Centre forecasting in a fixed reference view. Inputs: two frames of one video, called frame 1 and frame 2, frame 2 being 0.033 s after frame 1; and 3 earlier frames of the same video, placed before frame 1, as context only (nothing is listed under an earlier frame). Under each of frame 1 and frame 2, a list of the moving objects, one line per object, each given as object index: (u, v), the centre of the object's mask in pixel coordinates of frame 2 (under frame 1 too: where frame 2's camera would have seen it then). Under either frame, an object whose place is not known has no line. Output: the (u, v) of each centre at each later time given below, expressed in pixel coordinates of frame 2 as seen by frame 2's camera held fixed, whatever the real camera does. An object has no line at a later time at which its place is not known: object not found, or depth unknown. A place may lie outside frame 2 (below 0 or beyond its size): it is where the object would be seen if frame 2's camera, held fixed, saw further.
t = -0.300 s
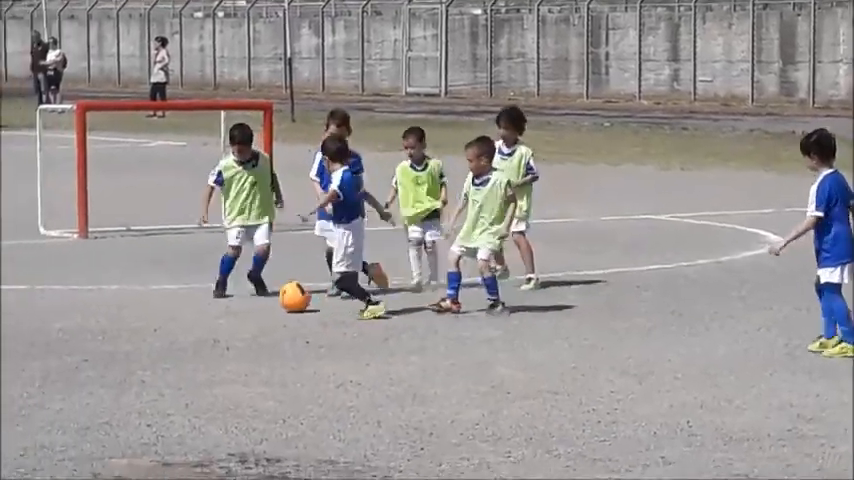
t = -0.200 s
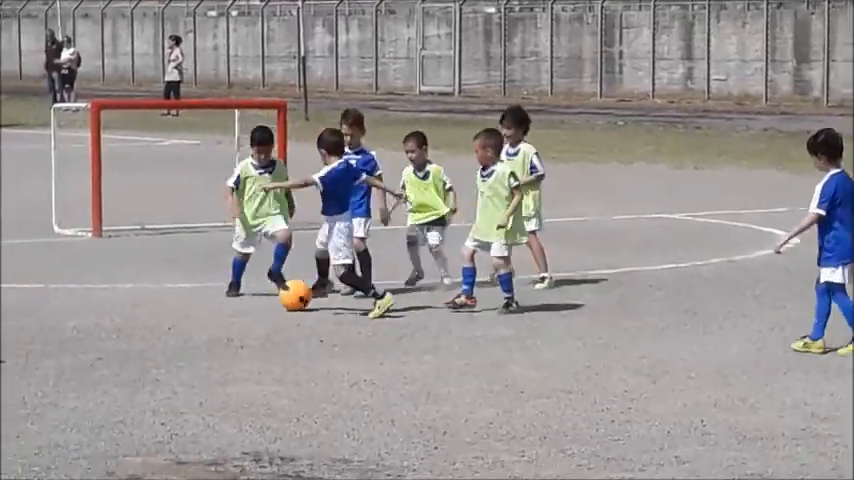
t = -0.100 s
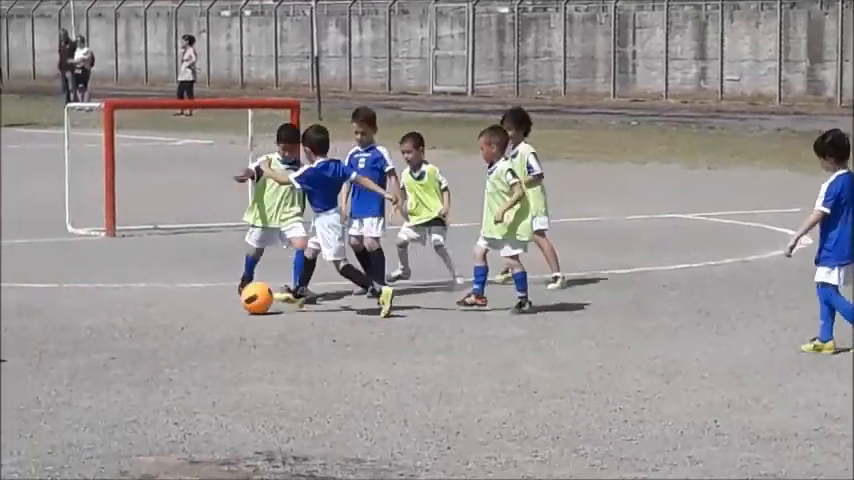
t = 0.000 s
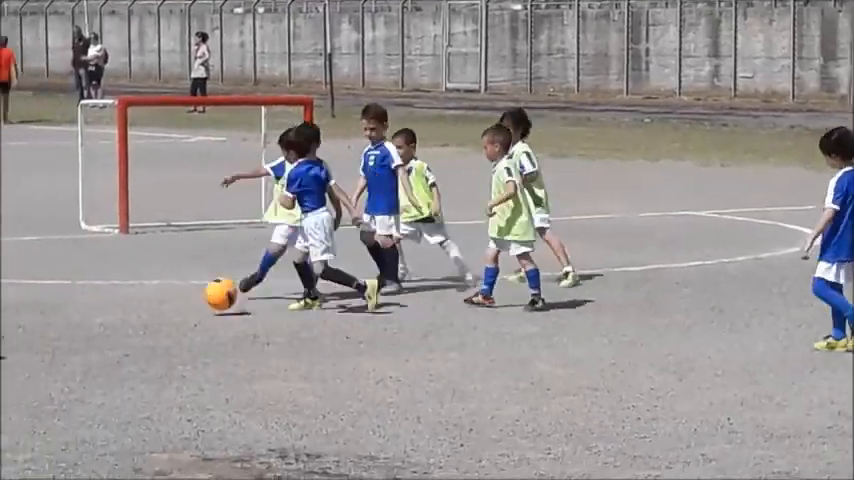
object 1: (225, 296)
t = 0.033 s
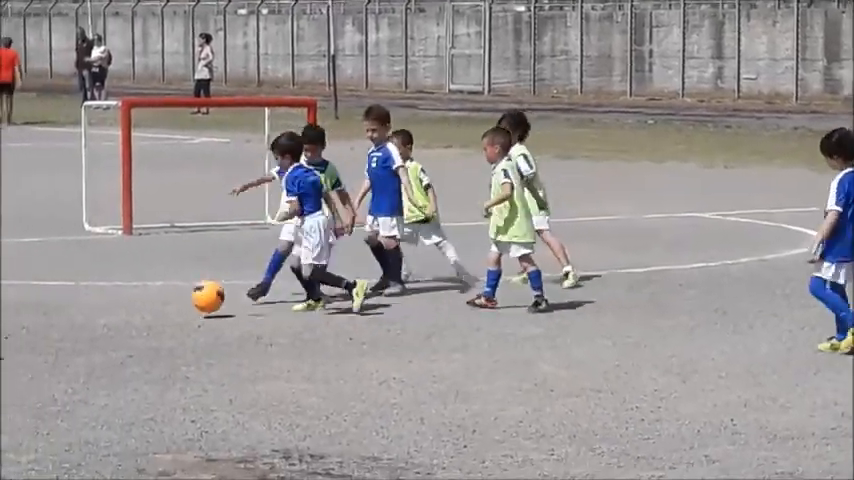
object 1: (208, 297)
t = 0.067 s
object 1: (192, 299)
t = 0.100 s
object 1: (176, 303)
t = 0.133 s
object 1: (163, 303)
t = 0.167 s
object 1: (149, 302)
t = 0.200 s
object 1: (135, 303)
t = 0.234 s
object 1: (120, 306)
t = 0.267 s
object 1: (107, 306)
